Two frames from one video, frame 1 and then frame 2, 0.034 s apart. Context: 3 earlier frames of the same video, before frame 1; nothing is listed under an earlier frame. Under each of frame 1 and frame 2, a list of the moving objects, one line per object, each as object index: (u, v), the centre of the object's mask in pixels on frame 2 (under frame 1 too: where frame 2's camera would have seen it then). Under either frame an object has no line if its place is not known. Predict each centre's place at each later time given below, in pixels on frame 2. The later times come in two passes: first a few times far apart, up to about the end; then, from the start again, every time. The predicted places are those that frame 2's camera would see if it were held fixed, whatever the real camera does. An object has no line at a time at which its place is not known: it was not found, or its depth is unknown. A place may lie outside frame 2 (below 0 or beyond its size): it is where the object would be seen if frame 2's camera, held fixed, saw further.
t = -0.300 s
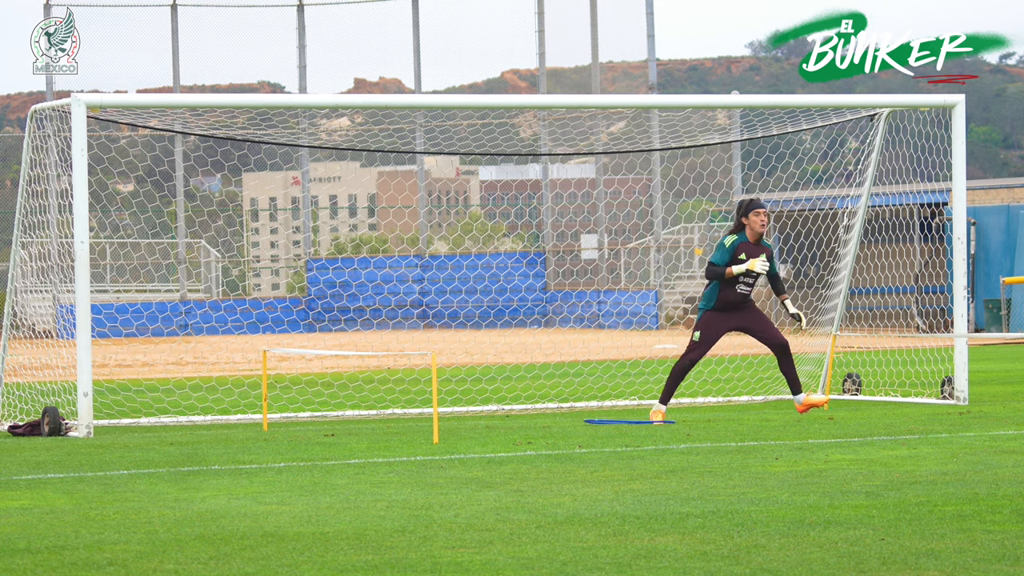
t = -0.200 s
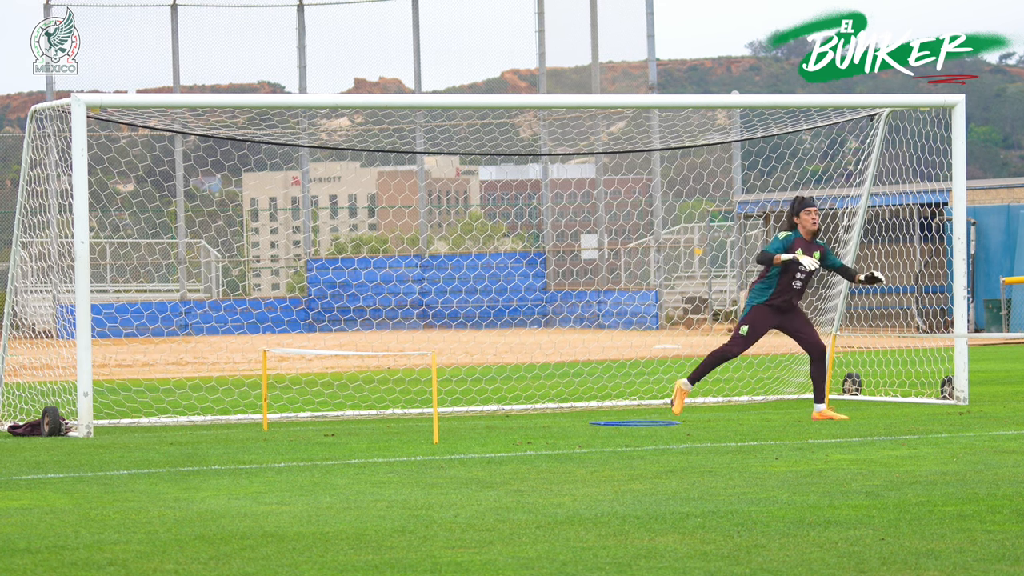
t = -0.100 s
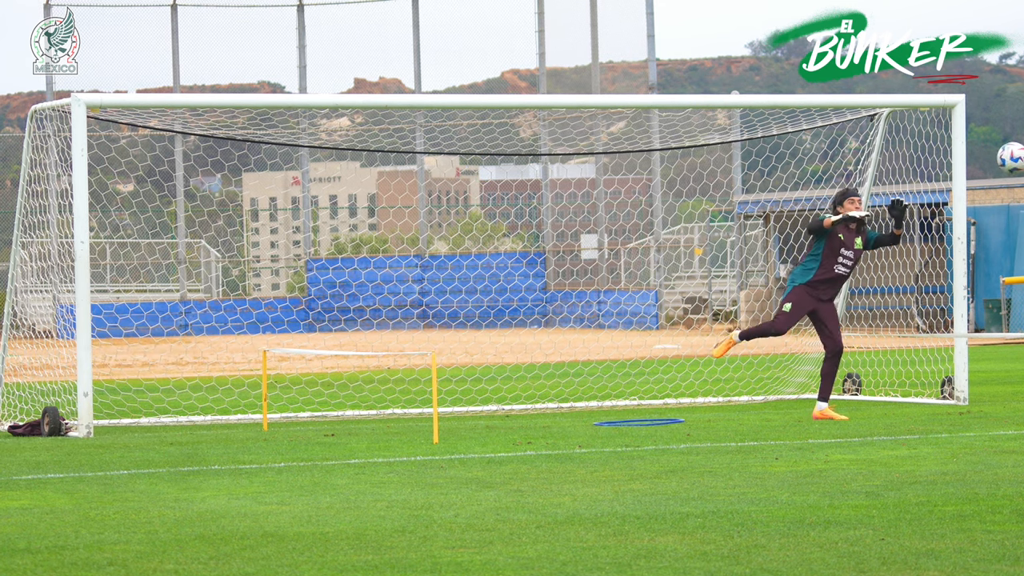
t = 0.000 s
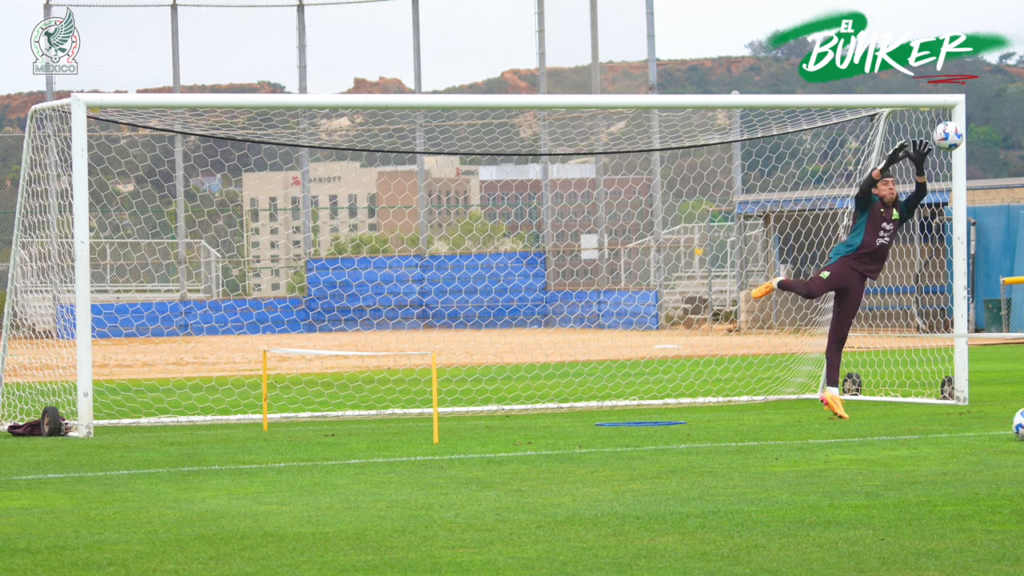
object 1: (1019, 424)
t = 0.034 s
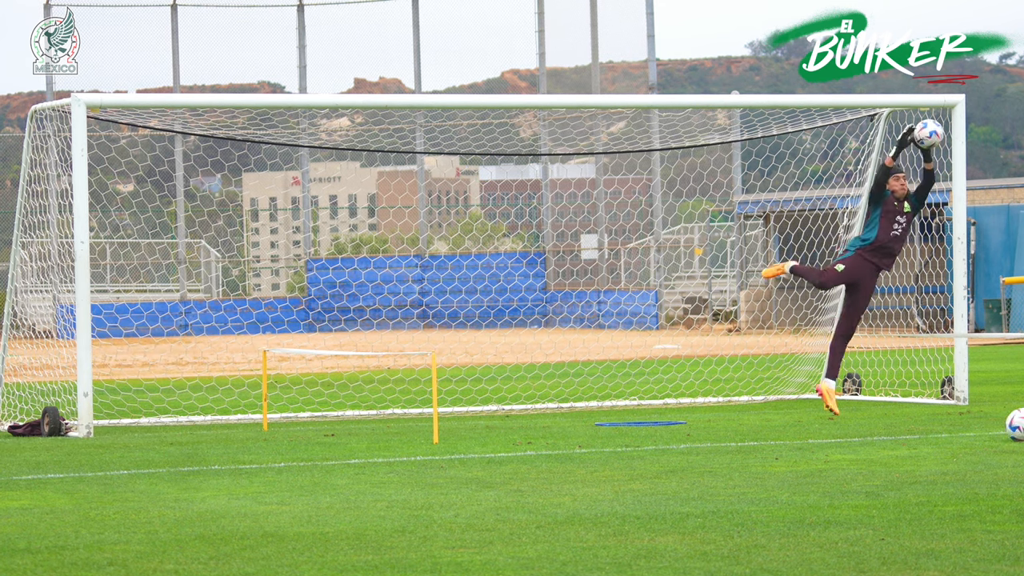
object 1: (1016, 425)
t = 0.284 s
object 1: (975, 429)
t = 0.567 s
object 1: (923, 433)
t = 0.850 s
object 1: (876, 436)
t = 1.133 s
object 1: (832, 440)
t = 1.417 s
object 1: (792, 443)
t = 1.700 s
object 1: (758, 447)
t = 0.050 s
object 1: (1014, 425)
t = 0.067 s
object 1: (1012, 425)
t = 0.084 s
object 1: (1011, 425)
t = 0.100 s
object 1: (1009, 425)
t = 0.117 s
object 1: (1007, 426)
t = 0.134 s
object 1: (1004, 426)
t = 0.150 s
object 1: (1001, 427)
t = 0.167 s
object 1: (997, 427)
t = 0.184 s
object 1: (994, 427)
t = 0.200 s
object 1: (991, 427)
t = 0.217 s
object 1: (988, 427)
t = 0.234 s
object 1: (985, 428)
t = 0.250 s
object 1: (982, 429)
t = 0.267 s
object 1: (979, 429)
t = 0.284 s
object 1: (975, 429)
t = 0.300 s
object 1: (972, 429)
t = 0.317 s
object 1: (969, 430)
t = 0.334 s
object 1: (966, 430)
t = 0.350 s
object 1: (963, 429)
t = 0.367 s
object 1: (960, 429)
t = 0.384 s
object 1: (957, 430)
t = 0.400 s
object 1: (953, 430)
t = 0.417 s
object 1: (950, 431)
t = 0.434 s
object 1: (947, 431)
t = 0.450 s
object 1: (944, 431)
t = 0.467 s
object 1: (941, 431)
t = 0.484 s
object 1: (938, 431)
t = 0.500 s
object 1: (935, 431)
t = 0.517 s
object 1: (932, 432)
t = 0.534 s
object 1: (929, 433)
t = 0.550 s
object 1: (926, 433)
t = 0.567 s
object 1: (923, 433)
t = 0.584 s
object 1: (920, 433)
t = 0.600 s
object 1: (917, 432)
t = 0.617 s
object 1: (914, 432)
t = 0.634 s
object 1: (912, 433)
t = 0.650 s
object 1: (909, 433)
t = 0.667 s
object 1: (906, 434)
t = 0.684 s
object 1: (903, 435)
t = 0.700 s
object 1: (900, 435)
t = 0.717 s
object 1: (898, 434)
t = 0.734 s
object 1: (895, 434)
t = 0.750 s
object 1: (892, 435)
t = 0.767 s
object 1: (889, 435)
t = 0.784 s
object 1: (886, 436)
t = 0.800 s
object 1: (884, 437)
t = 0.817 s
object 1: (881, 437)
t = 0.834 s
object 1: (878, 436)
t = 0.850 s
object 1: (876, 436)
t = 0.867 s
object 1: (873, 436)
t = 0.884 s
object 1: (870, 437)
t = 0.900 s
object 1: (868, 438)
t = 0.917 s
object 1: (865, 438)
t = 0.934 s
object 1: (863, 438)
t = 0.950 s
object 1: (860, 438)
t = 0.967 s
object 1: (858, 438)
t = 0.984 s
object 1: (855, 438)
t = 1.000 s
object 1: (852, 439)
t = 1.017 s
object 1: (850, 439)
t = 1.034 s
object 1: (847, 439)
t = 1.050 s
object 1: (845, 439)
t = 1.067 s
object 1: (842, 439)
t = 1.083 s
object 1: (839, 440)
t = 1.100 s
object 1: (837, 440)
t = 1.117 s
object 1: (834, 440)
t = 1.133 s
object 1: (832, 440)
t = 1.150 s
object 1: (829, 441)
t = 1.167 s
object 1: (827, 441)
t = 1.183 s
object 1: (825, 441)
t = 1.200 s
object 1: (822, 442)
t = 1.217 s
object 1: (820, 442)
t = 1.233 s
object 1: (818, 442)
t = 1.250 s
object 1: (815, 442)
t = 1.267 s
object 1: (813, 442)
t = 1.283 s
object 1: (811, 442)
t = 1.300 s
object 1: (808, 443)
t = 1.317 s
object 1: (806, 443)
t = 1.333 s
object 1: (804, 443)
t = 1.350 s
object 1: (801, 443)
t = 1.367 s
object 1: (799, 443)
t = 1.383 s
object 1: (797, 443)
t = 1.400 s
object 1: (795, 443)
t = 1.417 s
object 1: (792, 443)
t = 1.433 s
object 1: (790, 444)
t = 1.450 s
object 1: (788, 444)
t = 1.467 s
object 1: (786, 444)
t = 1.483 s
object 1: (783, 445)
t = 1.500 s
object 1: (781, 445)
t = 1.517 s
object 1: (779, 445)
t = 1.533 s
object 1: (777, 445)
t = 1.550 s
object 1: (775, 445)
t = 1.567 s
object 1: (773, 445)
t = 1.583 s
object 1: (771, 446)
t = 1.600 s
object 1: (769, 446)
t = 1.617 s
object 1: (767, 446)
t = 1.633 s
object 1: (765, 446)
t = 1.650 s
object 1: (763, 446)
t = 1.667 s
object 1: (761, 447)
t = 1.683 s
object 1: (760, 447)
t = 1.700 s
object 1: (758, 447)
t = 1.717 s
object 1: (756, 447)
